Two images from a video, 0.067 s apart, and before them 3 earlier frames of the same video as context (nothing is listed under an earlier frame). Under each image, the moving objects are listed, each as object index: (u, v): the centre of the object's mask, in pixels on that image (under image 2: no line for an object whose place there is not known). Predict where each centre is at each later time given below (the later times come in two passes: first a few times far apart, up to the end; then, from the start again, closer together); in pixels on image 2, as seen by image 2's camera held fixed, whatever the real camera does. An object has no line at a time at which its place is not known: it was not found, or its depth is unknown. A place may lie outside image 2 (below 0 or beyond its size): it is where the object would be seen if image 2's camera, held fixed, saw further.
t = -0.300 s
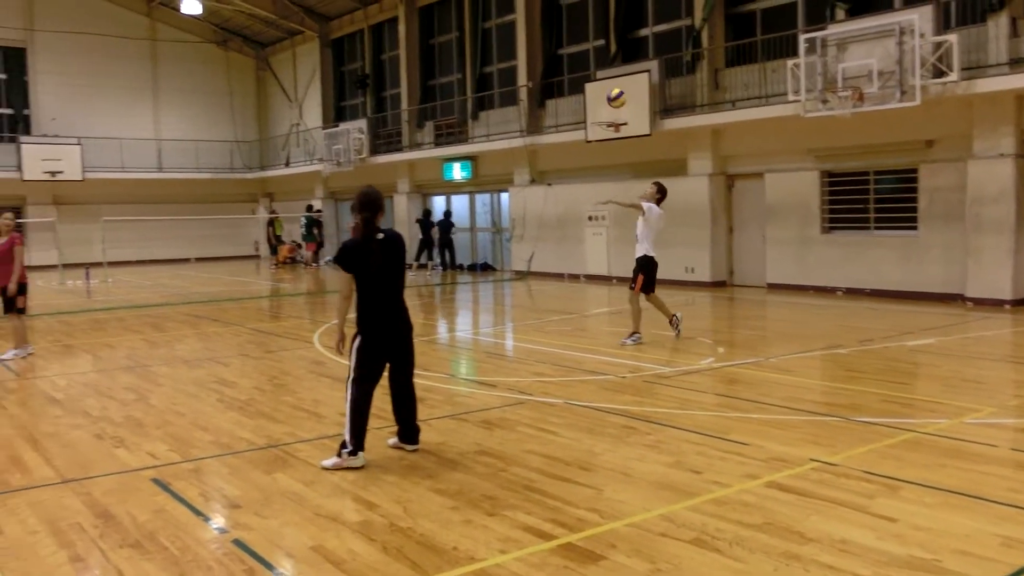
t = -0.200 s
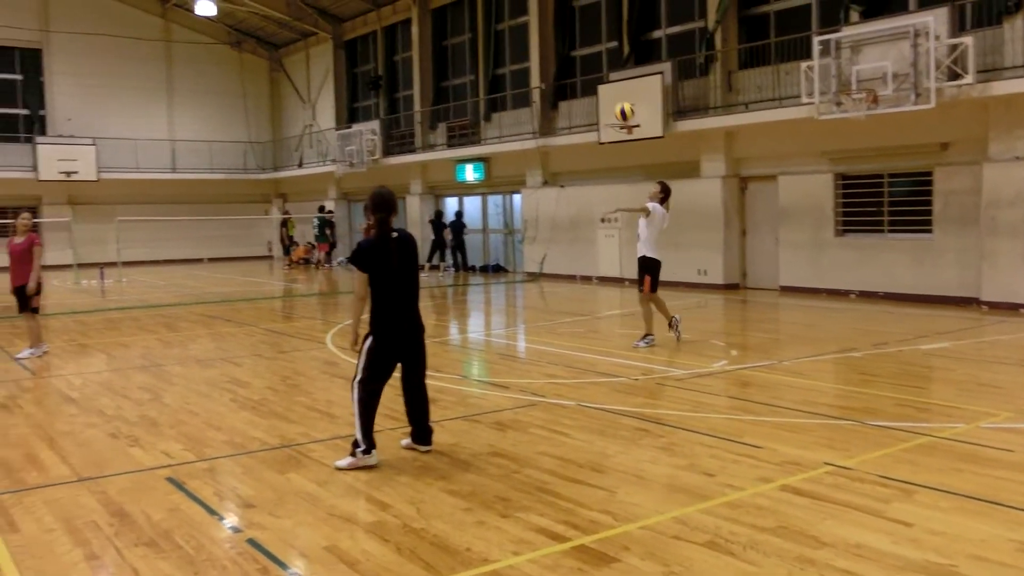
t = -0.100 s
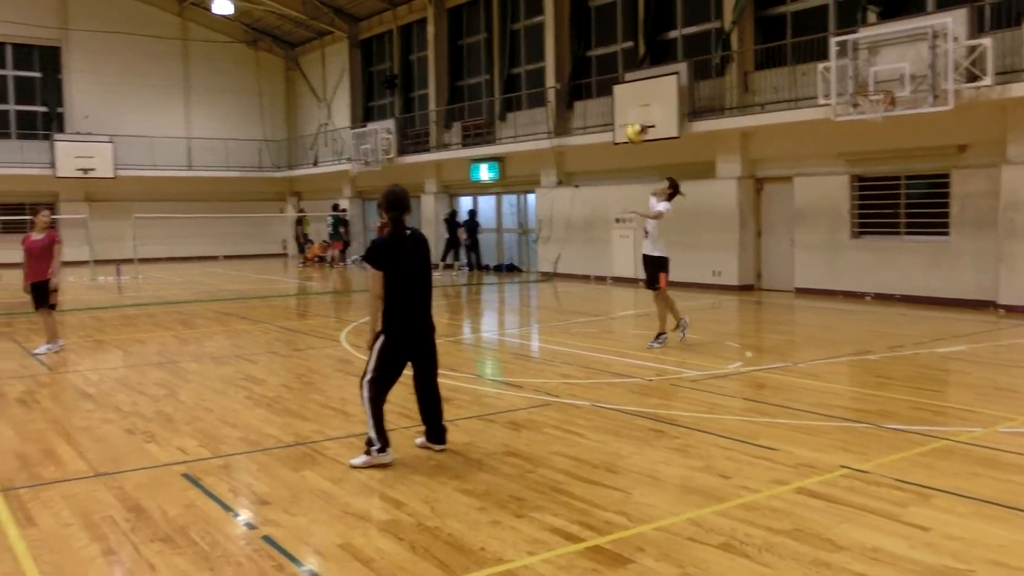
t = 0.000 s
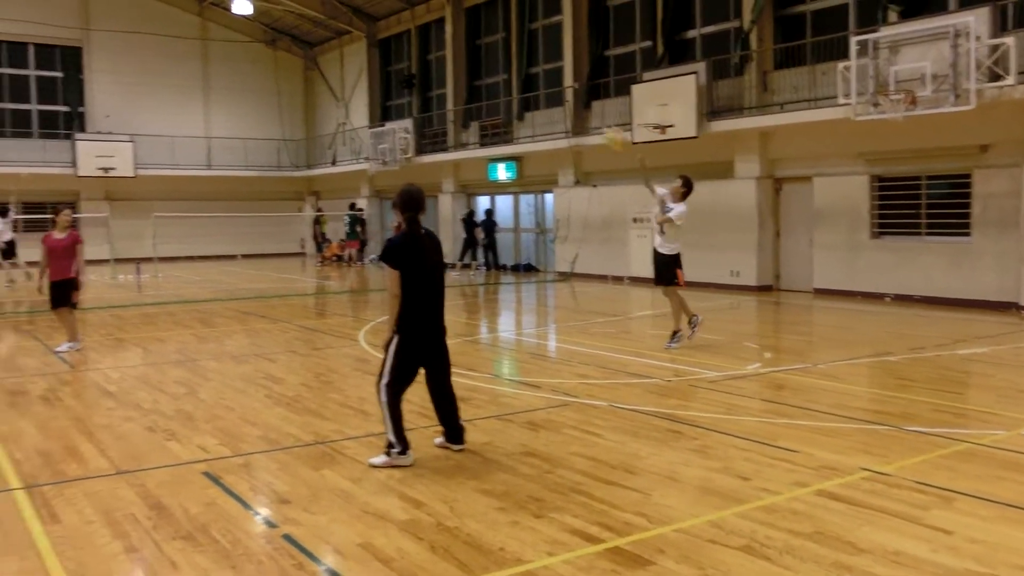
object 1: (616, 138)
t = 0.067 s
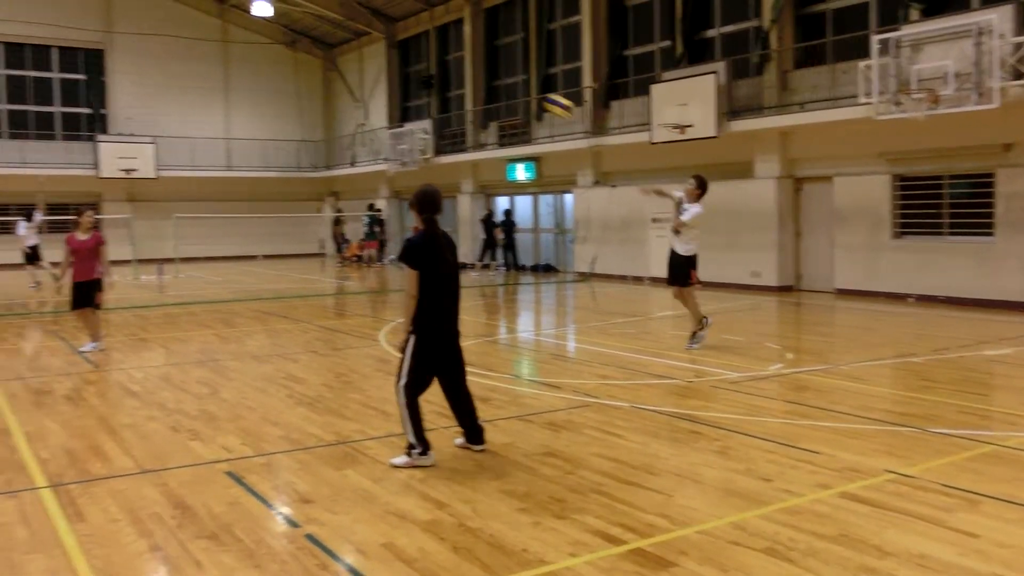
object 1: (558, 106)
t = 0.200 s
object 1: (391, 46)
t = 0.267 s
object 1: (295, 17)
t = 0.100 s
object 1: (519, 91)
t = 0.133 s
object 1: (478, 76)
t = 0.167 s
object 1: (435, 61)
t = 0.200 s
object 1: (391, 46)
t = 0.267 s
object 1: (295, 17)
